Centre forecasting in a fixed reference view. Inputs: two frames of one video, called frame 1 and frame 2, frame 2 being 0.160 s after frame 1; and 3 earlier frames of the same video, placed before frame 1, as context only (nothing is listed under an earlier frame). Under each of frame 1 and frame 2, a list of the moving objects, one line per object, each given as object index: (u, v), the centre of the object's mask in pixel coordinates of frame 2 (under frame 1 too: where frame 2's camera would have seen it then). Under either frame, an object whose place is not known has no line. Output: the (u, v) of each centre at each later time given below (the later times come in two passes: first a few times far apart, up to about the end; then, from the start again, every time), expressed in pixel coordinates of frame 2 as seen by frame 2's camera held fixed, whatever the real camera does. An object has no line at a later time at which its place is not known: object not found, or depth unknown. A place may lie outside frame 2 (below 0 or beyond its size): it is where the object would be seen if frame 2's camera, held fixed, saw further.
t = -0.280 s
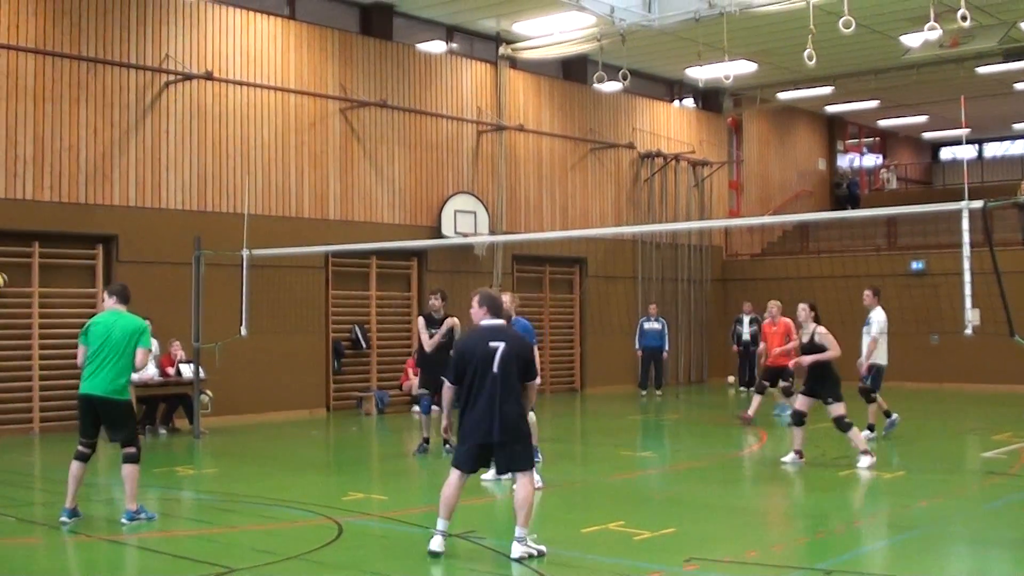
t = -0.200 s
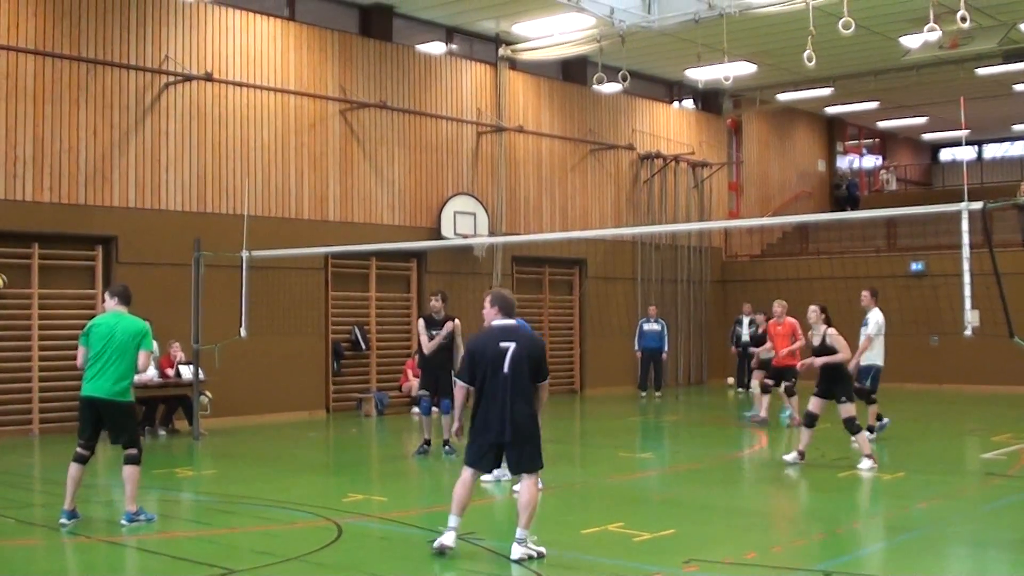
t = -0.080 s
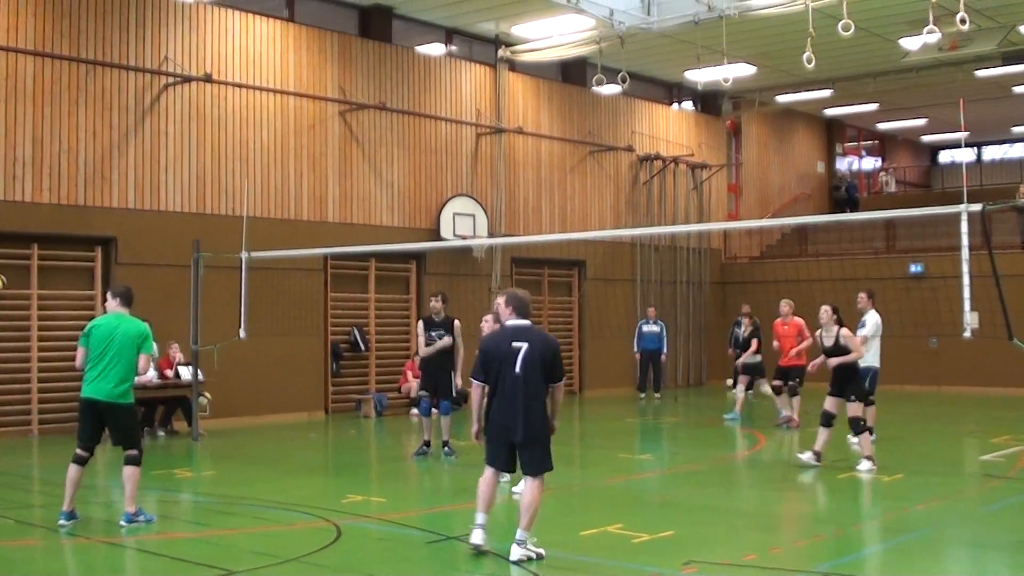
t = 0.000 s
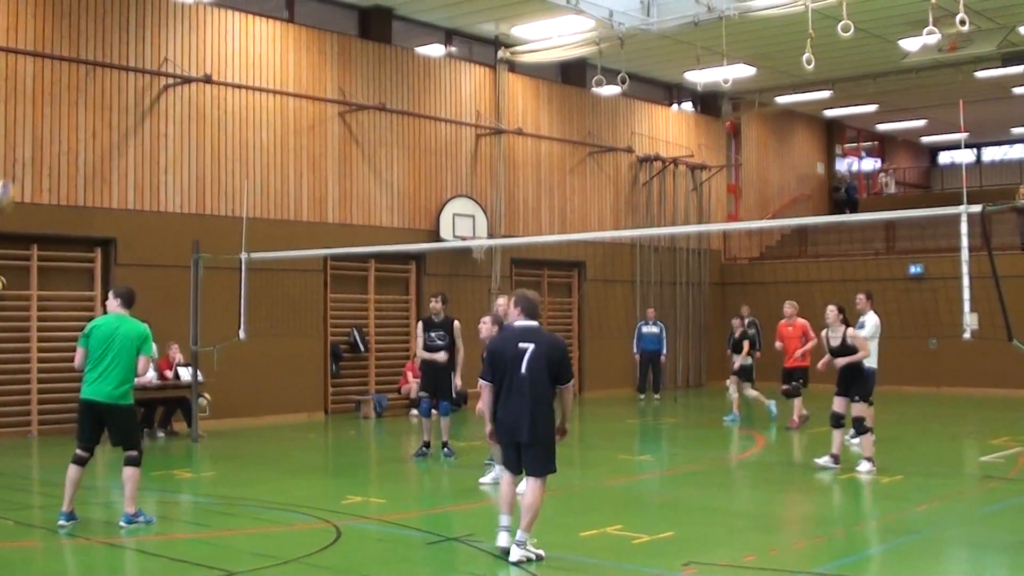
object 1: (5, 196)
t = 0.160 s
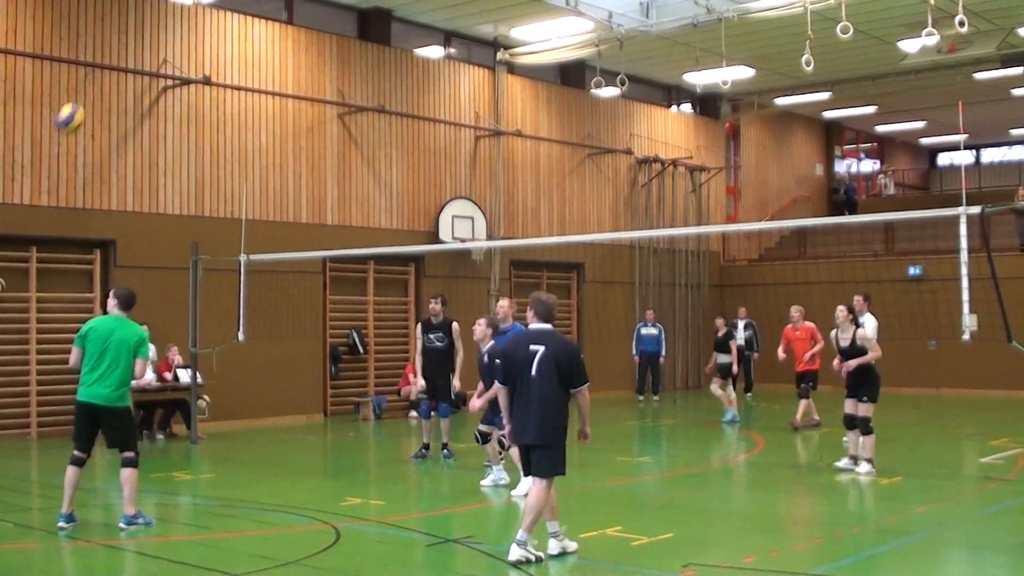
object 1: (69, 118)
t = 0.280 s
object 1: (116, 83)
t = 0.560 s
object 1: (214, 71)
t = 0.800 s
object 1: (288, 127)
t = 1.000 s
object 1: (344, 213)
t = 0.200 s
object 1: (85, 104)
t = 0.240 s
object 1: (100, 93)
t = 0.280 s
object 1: (116, 83)
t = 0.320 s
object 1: (132, 74)
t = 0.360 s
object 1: (146, 68)
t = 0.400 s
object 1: (160, 66)
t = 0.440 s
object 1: (174, 64)
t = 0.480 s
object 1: (188, 64)
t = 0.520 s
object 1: (201, 68)
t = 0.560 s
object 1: (214, 71)
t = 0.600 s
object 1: (226, 76)
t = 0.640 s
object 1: (241, 82)
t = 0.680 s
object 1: (252, 92)
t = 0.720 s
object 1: (263, 100)
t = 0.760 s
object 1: (275, 114)
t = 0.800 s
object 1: (288, 127)
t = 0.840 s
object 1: (299, 141)
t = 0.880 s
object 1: (311, 157)
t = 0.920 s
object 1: (323, 174)
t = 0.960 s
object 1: (333, 194)
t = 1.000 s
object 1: (344, 213)
